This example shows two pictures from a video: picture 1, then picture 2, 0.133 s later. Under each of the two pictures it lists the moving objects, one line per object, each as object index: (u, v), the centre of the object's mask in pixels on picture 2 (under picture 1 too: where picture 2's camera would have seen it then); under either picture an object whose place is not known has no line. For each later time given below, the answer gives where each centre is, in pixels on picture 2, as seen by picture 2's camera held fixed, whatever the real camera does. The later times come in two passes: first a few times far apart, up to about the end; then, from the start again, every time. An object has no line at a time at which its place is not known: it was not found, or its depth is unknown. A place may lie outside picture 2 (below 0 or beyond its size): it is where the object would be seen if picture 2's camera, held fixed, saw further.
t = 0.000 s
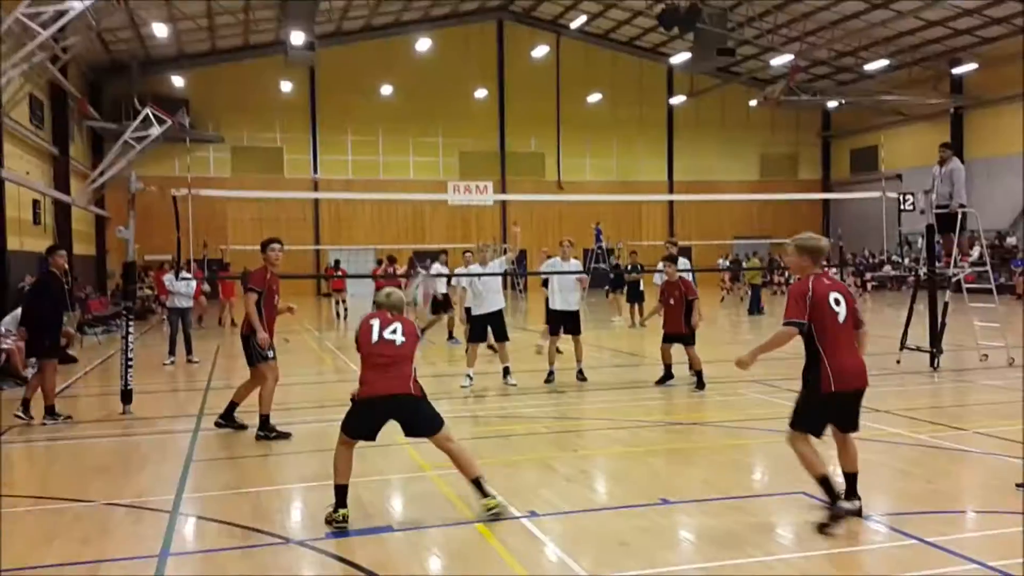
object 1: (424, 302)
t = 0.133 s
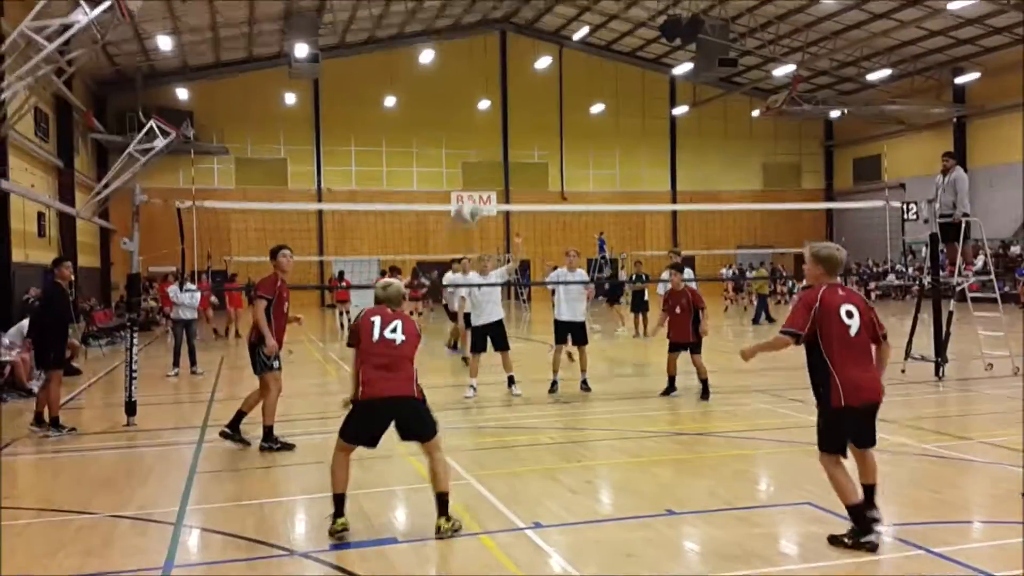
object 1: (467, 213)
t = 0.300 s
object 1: (517, 146)
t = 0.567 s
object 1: (588, 115)
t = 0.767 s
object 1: (634, 142)
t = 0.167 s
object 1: (478, 196)
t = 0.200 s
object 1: (489, 179)
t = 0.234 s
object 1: (500, 166)
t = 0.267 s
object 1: (510, 154)
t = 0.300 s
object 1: (517, 146)
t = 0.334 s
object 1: (528, 135)
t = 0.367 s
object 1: (537, 130)
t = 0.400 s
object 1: (545, 125)
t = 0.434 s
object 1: (553, 120)
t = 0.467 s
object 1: (563, 117)
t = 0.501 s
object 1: (571, 115)
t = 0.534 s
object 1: (579, 114)
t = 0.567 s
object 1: (588, 115)
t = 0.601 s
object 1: (597, 116)
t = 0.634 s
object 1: (604, 120)
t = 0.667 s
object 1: (611, 124)
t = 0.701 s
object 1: (619, 129)
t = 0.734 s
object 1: (627, 134)
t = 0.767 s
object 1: (634, 142)
